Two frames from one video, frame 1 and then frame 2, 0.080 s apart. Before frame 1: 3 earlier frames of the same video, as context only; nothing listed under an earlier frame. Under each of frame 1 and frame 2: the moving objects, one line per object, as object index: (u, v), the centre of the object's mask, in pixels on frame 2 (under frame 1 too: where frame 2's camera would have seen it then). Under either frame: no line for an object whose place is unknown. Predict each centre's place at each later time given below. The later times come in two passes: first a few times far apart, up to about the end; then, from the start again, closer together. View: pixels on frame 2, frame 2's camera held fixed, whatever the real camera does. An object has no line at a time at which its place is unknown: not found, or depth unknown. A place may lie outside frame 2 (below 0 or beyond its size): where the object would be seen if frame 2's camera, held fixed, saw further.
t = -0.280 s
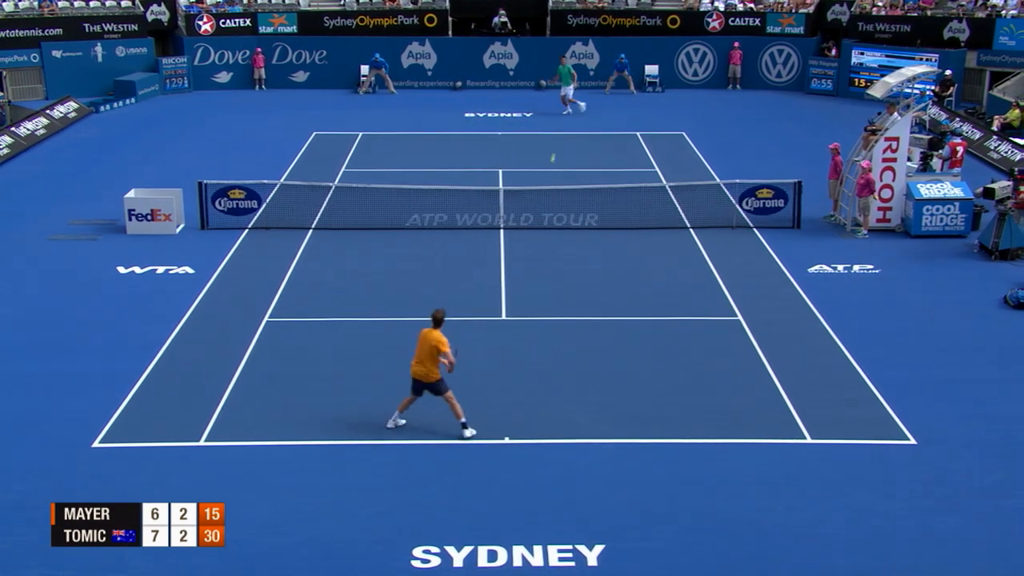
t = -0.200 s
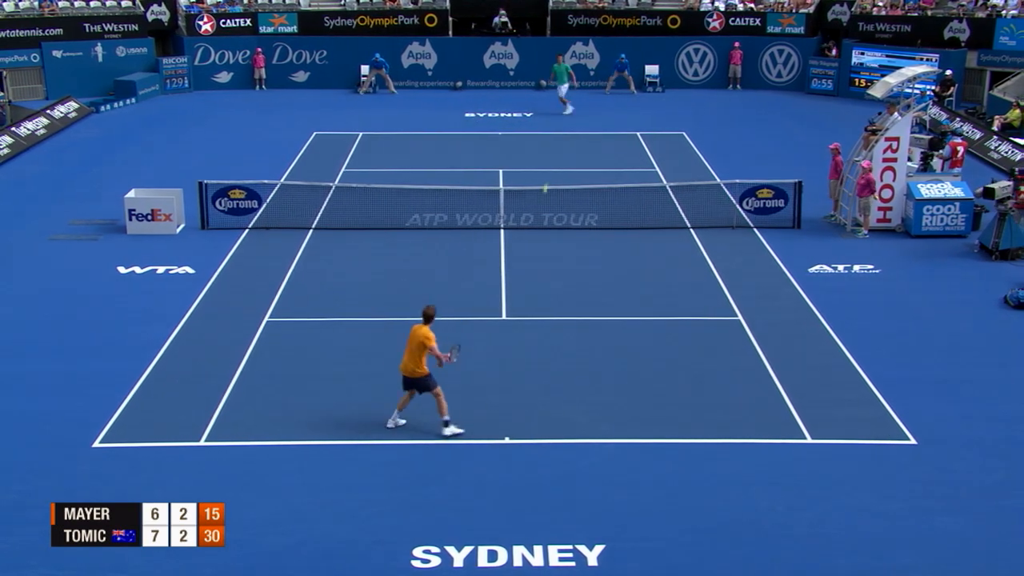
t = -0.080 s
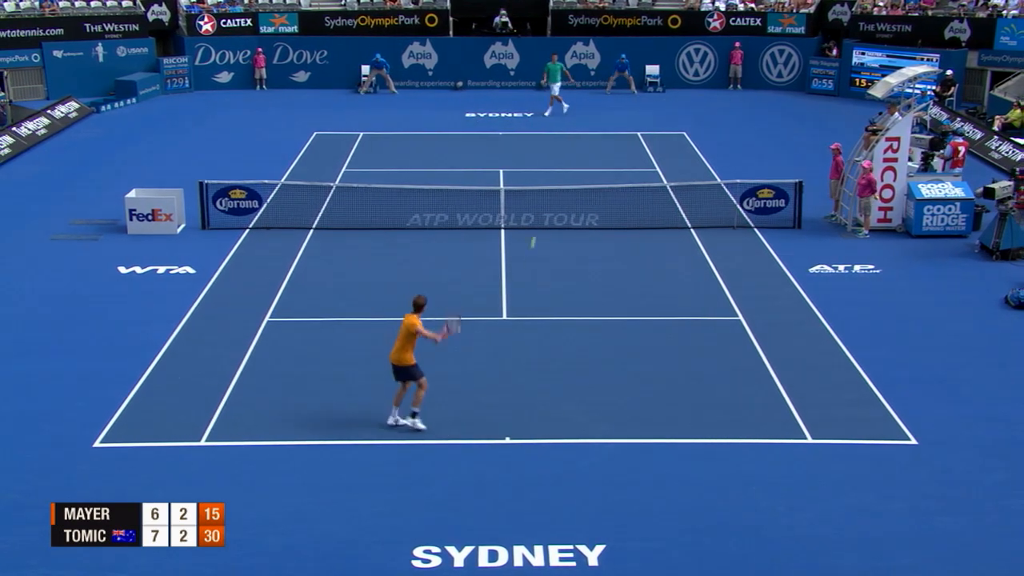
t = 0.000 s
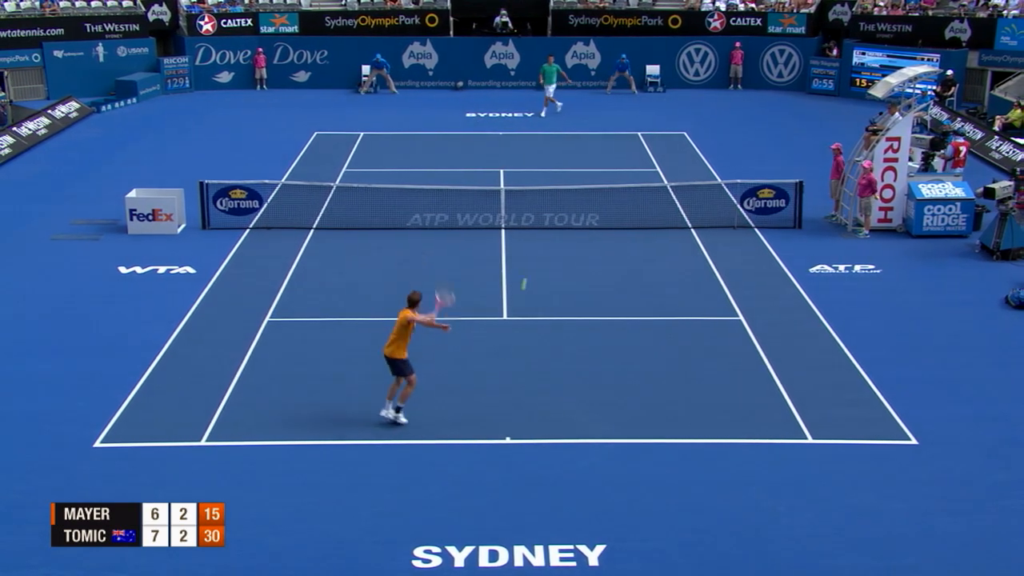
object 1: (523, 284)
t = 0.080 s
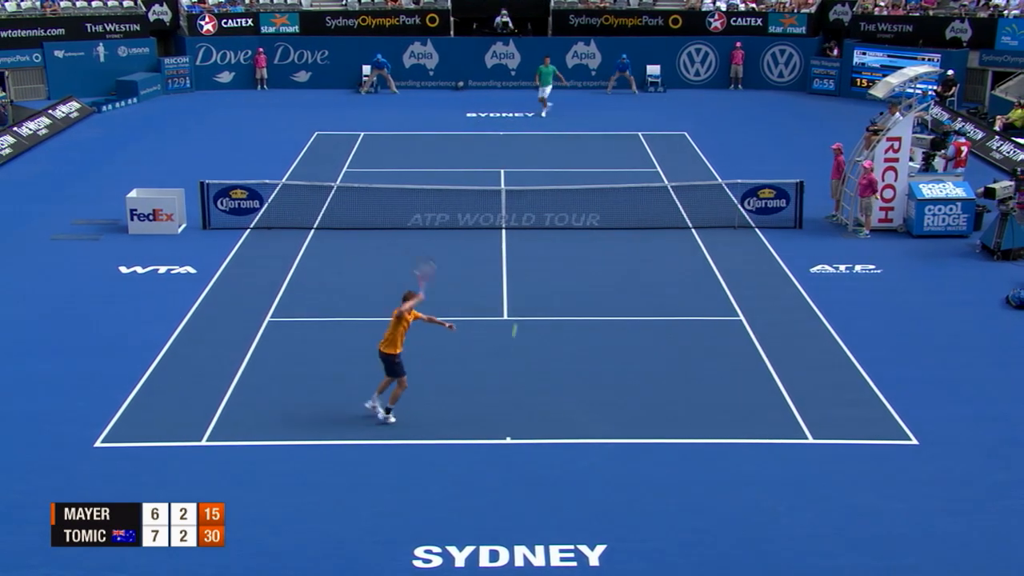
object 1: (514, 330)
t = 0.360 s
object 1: (493, 303)
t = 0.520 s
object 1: (482, 288)
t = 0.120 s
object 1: (508, 352)
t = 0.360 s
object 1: (493, 303)
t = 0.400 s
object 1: (490, 298)
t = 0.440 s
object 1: (488, 294)
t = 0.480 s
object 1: (484, 291)
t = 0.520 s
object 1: (482, 288)
